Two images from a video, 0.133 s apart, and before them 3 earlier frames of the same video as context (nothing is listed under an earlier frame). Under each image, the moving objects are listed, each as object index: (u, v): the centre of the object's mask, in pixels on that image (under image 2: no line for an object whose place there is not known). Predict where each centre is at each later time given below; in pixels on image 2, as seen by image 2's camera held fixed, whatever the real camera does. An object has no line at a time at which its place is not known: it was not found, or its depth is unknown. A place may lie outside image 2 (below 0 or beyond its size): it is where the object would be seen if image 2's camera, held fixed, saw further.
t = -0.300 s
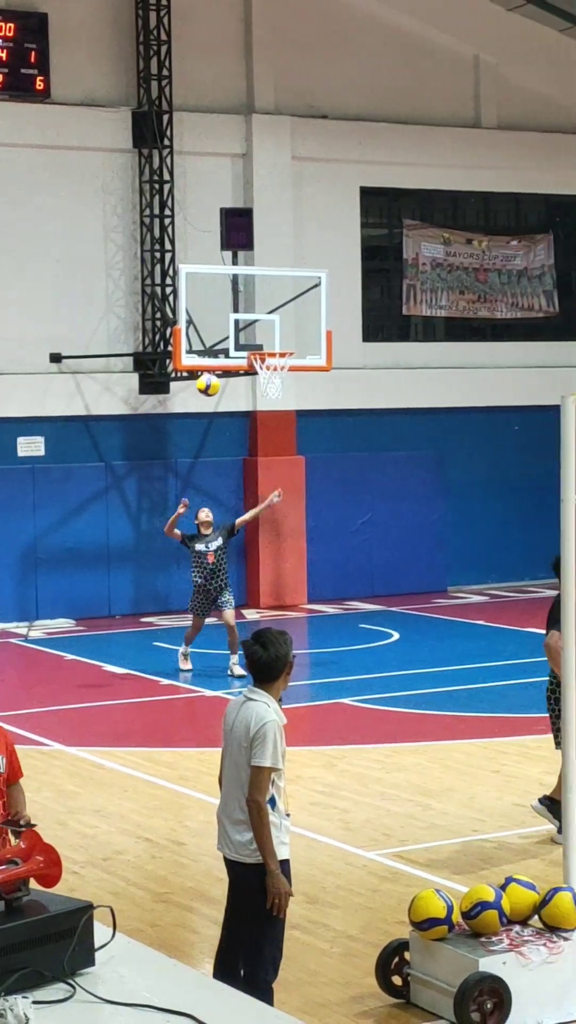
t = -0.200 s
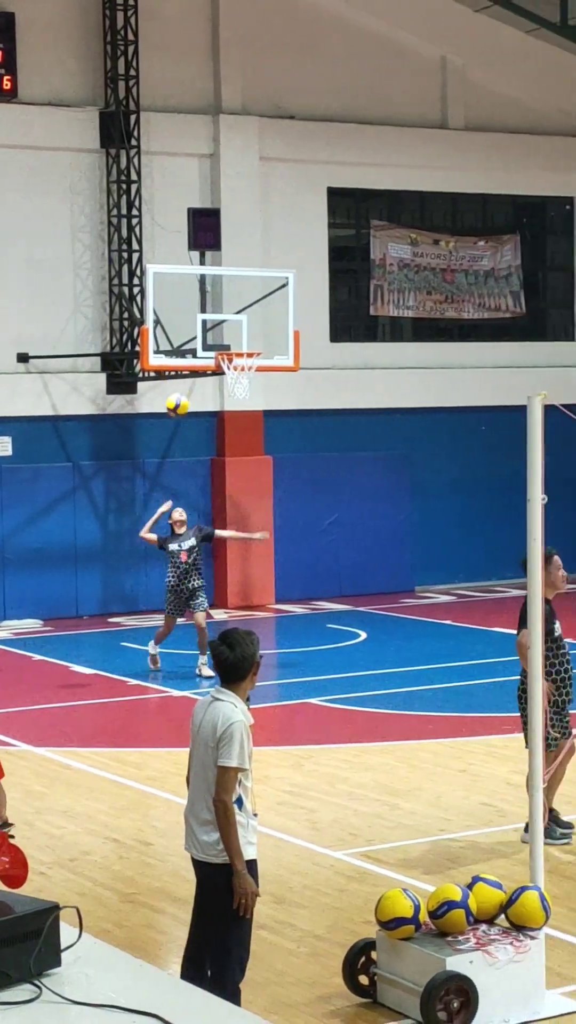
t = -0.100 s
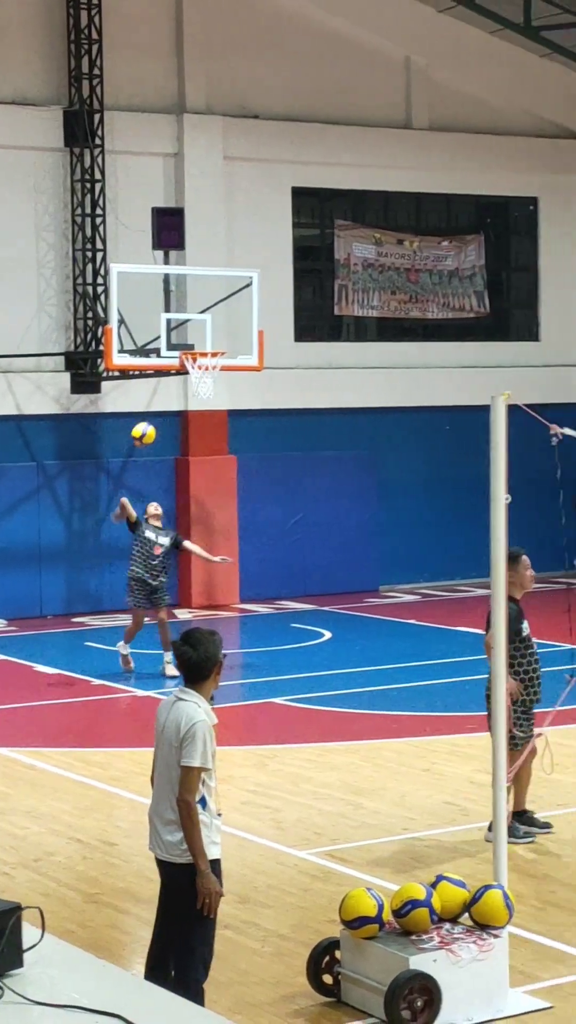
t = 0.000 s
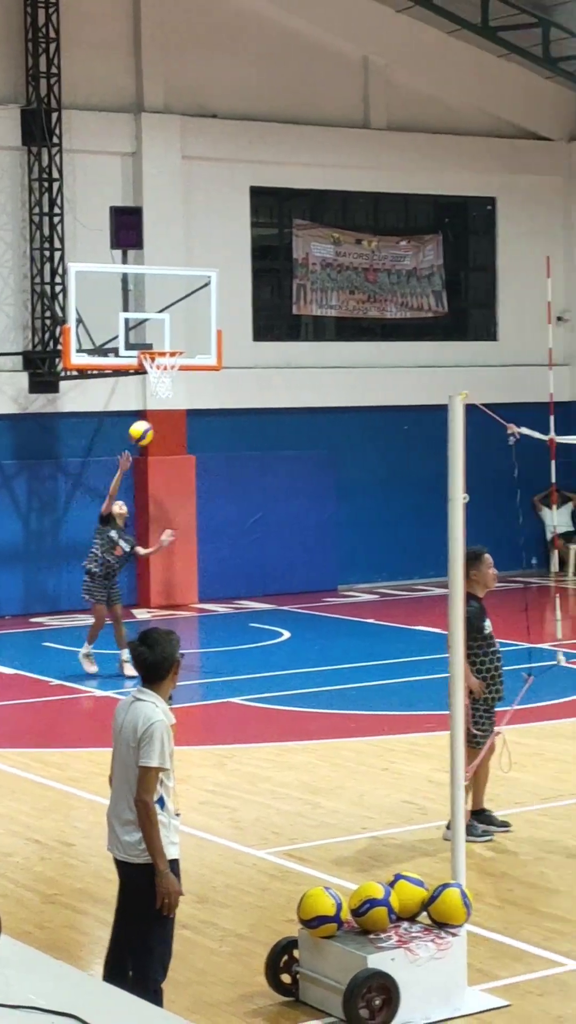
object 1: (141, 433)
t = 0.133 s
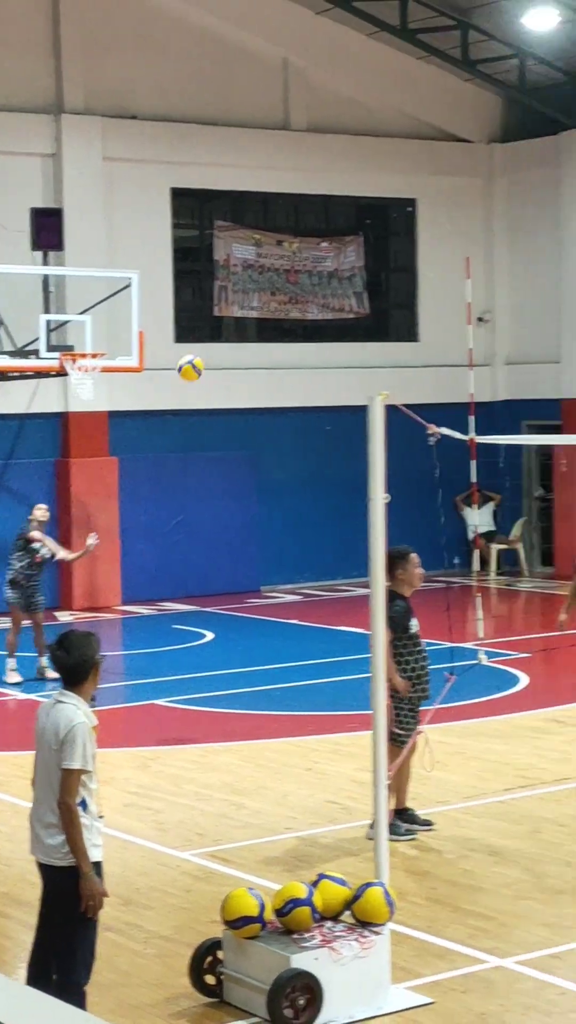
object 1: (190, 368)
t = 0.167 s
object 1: (224, 353)
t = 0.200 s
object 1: (256, 339)
